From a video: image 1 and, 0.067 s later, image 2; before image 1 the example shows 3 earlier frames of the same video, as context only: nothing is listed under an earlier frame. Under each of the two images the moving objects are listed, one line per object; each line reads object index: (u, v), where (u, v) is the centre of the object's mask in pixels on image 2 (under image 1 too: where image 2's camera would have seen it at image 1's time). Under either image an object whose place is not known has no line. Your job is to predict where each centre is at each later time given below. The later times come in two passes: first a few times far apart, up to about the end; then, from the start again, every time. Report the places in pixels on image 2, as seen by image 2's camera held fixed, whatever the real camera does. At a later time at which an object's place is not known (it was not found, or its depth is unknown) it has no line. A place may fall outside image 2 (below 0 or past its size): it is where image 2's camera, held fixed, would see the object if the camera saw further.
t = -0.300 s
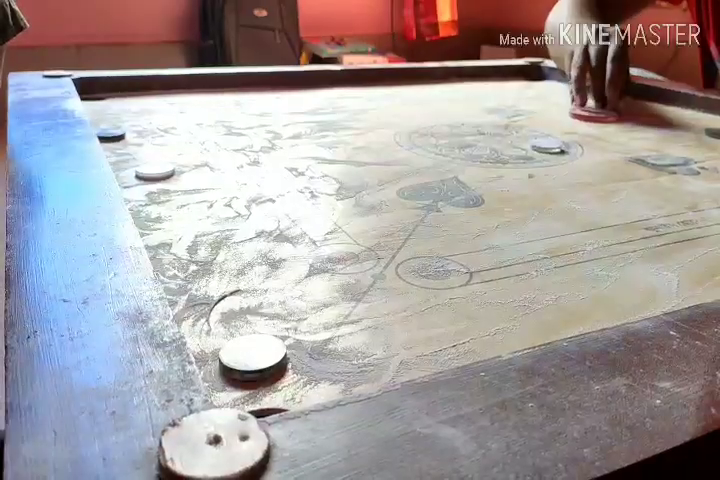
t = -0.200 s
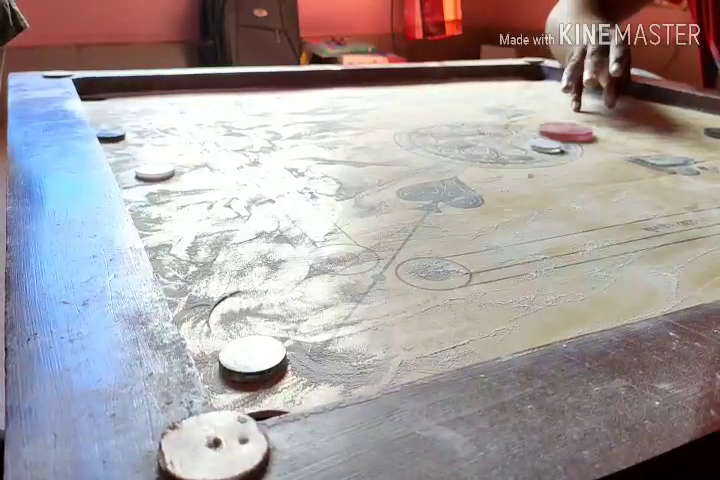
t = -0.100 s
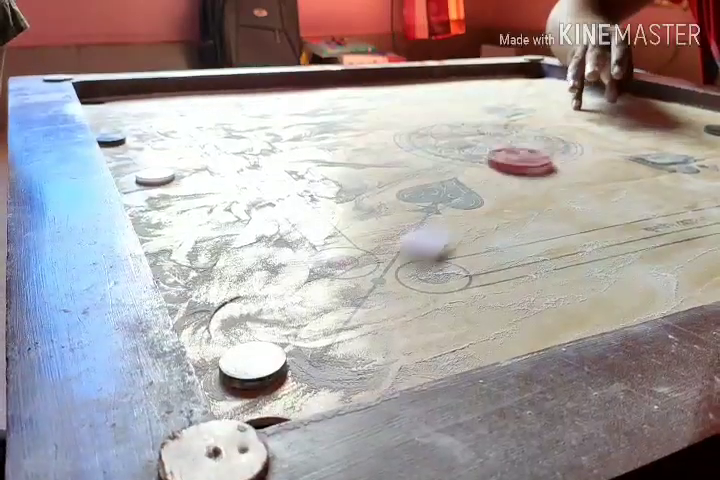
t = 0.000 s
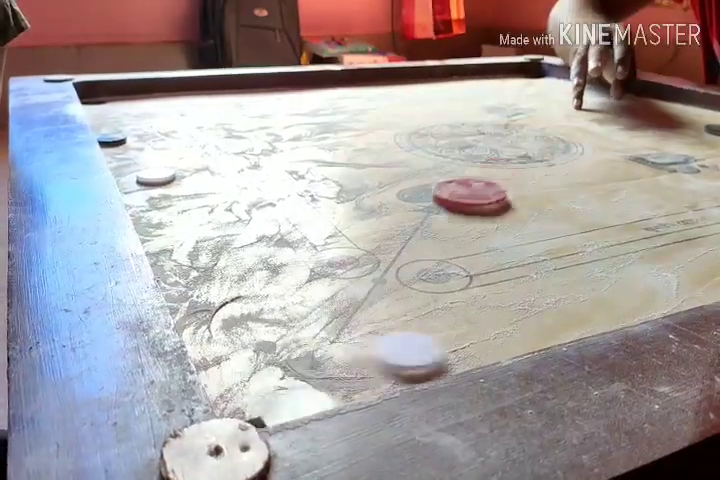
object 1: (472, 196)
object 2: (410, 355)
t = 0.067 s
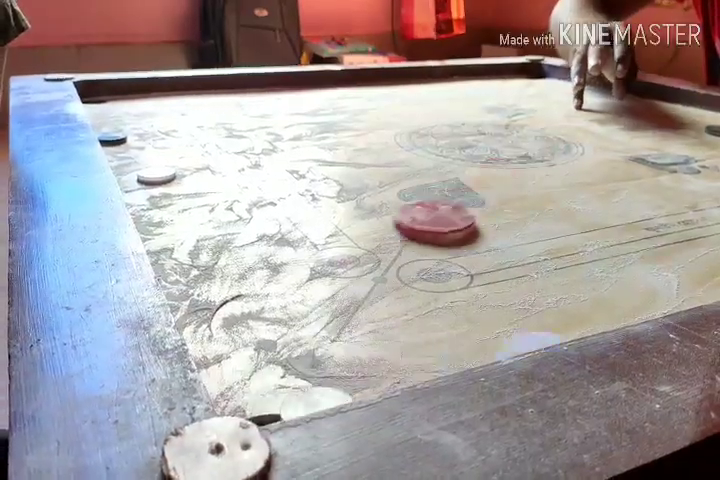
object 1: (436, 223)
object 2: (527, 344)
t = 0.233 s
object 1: (353, 285)
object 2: (651, 308)
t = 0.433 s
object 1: (317, 314)
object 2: (683, 296)
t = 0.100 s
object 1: (418, 236)
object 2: (571, 334)
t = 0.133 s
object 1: (401, 249)
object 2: (598, 325)
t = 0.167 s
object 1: (383, 263)
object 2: (617, 319)
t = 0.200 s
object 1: (367, 274)
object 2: (634, 313)
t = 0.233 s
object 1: (353, 285)
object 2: (651, 308)
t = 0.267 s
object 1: (341, 296)
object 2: (660, 304)
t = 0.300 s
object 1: (330, 304)
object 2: (669, 301)
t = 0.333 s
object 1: (323, 310)
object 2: (675, 299)
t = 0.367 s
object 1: (318, 314)
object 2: (680, 297)
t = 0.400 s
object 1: (317, 315)
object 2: (682, 296)
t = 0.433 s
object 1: (317, 314)
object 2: (683, 296)
